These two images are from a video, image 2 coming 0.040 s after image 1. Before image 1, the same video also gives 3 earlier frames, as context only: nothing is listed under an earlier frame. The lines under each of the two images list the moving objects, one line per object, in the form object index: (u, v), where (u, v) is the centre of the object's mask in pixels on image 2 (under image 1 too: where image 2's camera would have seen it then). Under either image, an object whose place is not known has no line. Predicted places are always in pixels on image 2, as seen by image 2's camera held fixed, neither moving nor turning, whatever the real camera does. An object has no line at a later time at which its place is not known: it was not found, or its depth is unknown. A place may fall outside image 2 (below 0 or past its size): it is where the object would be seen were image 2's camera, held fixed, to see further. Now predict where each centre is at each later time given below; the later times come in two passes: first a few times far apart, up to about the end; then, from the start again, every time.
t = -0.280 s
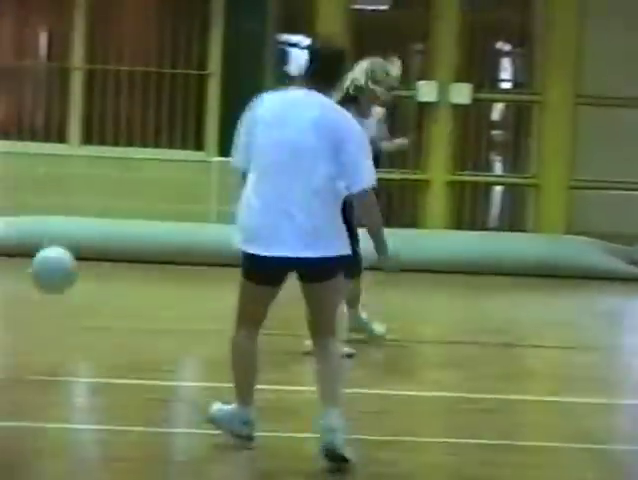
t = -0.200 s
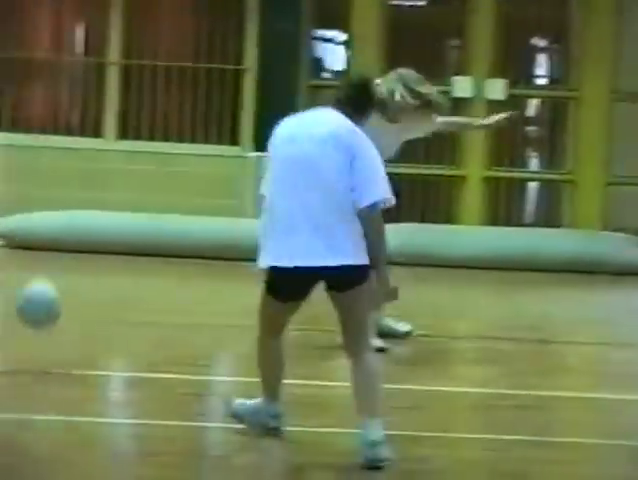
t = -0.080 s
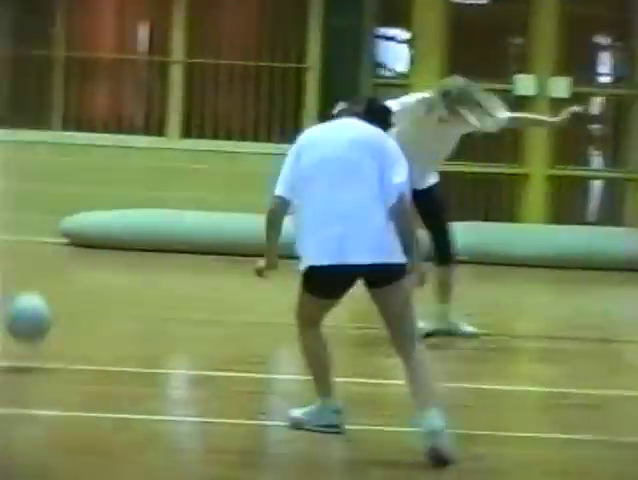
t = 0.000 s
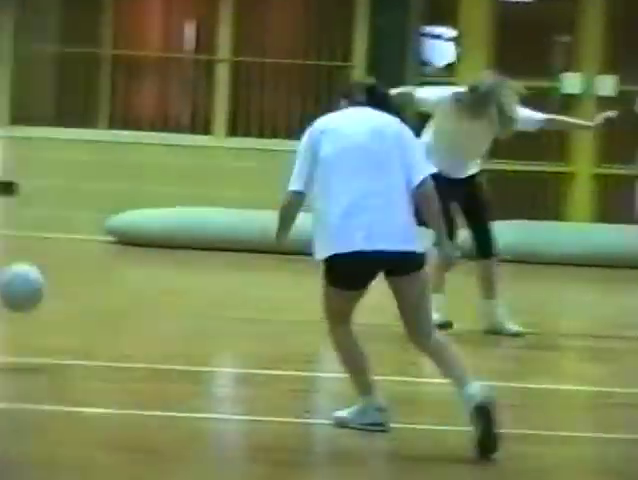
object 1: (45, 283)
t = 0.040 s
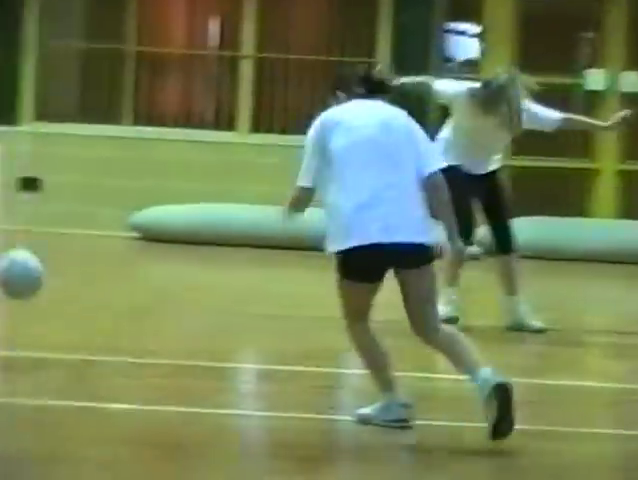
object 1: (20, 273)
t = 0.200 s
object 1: (-93, 269)
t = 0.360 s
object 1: (-215, 320)
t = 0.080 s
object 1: (-6, 267)
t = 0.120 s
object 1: (-35, 263)
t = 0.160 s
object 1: (-67, 263)
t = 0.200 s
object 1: (-93, 269)
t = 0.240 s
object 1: (-123, 276)
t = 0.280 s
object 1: (-151, 288)
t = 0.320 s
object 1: (-179, 302)
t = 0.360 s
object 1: (-215, 320)
